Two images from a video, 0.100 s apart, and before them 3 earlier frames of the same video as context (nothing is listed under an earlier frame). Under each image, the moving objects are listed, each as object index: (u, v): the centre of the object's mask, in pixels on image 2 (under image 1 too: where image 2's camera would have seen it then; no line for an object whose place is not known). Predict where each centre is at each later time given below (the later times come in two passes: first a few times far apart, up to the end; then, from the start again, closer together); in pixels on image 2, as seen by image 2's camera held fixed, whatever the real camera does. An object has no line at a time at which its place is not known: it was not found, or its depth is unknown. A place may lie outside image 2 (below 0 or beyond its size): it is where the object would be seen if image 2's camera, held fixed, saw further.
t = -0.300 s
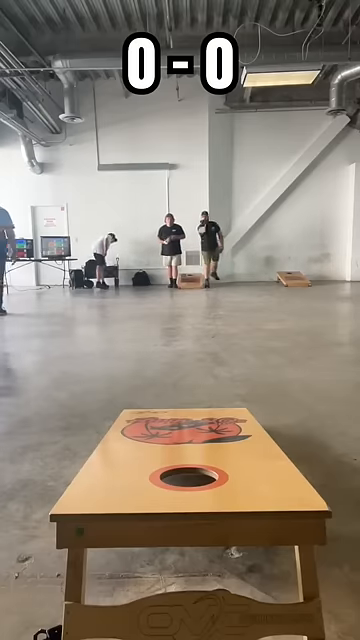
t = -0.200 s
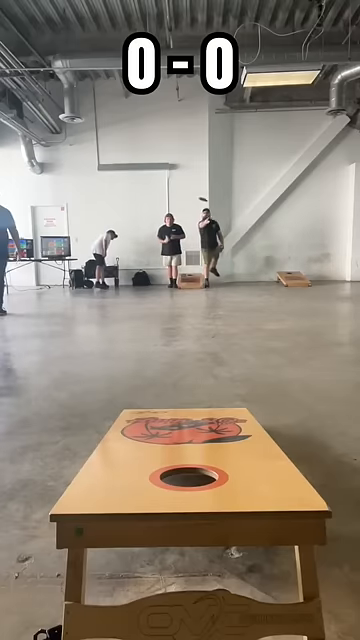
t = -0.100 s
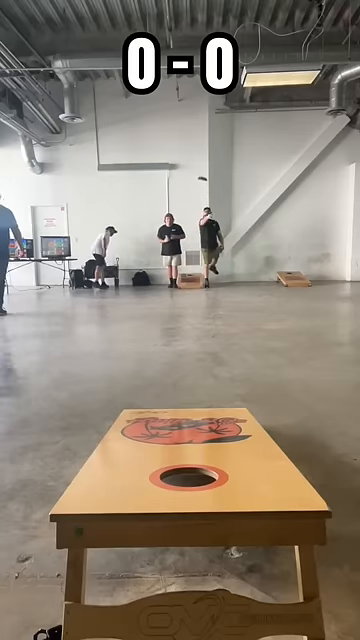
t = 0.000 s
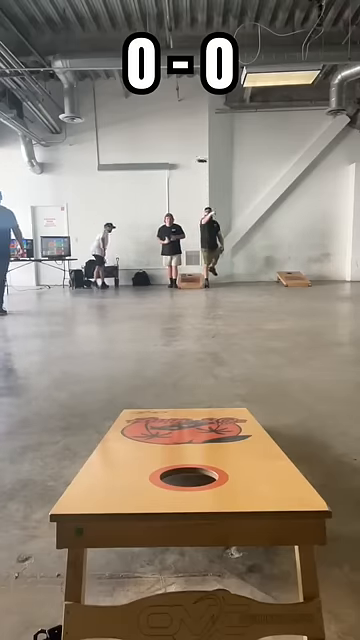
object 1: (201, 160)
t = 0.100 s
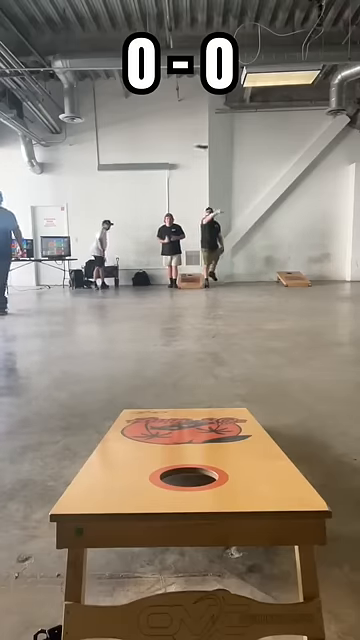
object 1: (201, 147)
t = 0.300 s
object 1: (200, 137)
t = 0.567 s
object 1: (199, 198)
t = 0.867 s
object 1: (195, 420)
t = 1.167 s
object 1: (186, 452)
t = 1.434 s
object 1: (186, 454)
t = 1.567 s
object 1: (186, 454)
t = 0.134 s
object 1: (201, 143)
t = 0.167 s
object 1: (201, 140)
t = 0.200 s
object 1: (201, 138)
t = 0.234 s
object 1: (200, 136)
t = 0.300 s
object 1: (200, 137)
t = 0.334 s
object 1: (200, 138)
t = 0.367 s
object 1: (200, 141)
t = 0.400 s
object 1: (200, 145)
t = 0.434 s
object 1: (200, 151)
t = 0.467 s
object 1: (200, 159)
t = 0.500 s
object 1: (199, 169)
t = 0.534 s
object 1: (199, 182)
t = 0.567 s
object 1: (199, 198)
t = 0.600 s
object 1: (198, 217)
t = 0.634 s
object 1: (198, 240)
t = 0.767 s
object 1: (198, 396)
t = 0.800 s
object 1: (197, 415)
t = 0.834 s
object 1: (195, 416)
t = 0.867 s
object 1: (195, 420)
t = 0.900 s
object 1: (194, 425)
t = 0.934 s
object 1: (193, 429)
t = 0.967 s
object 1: (192, 433)
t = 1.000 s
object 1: (190, 437)
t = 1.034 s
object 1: (190, 441)
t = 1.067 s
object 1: (189, 444)
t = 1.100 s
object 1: (188, 447)
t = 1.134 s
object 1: (187, 450)
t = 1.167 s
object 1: (186, 452)
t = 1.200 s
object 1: (186, 453)
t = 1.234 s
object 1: (186, 454)
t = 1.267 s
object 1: (186, 454)
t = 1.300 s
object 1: (186, 454)
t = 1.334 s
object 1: (186, 454)
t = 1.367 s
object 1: (186, 454)
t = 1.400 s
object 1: (186, 454)
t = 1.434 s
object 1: (186, 454)
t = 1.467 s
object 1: (186, 454)
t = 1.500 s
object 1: (186, 454)
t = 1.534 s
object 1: (186, 454)
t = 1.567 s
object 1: (186, 454)
